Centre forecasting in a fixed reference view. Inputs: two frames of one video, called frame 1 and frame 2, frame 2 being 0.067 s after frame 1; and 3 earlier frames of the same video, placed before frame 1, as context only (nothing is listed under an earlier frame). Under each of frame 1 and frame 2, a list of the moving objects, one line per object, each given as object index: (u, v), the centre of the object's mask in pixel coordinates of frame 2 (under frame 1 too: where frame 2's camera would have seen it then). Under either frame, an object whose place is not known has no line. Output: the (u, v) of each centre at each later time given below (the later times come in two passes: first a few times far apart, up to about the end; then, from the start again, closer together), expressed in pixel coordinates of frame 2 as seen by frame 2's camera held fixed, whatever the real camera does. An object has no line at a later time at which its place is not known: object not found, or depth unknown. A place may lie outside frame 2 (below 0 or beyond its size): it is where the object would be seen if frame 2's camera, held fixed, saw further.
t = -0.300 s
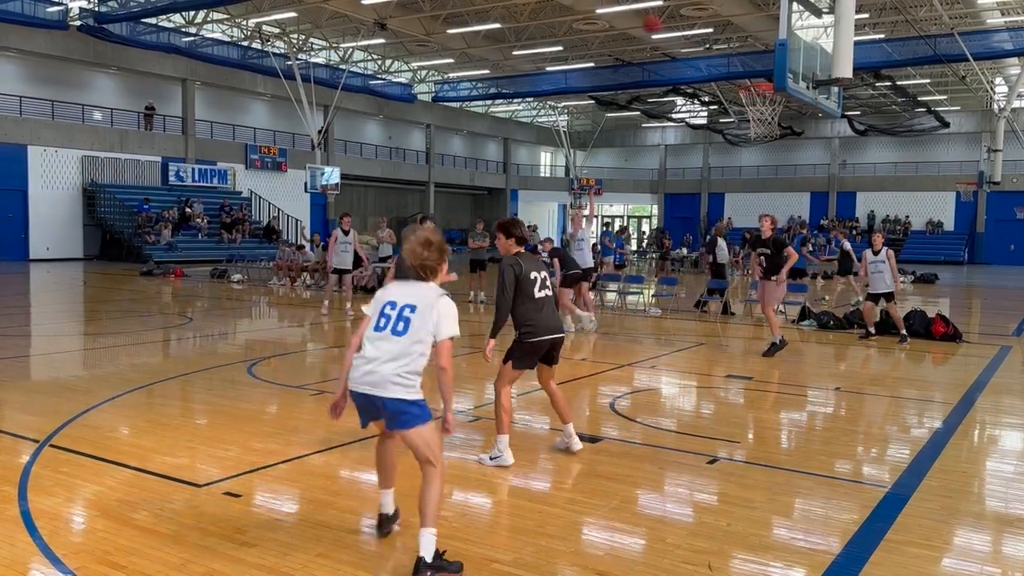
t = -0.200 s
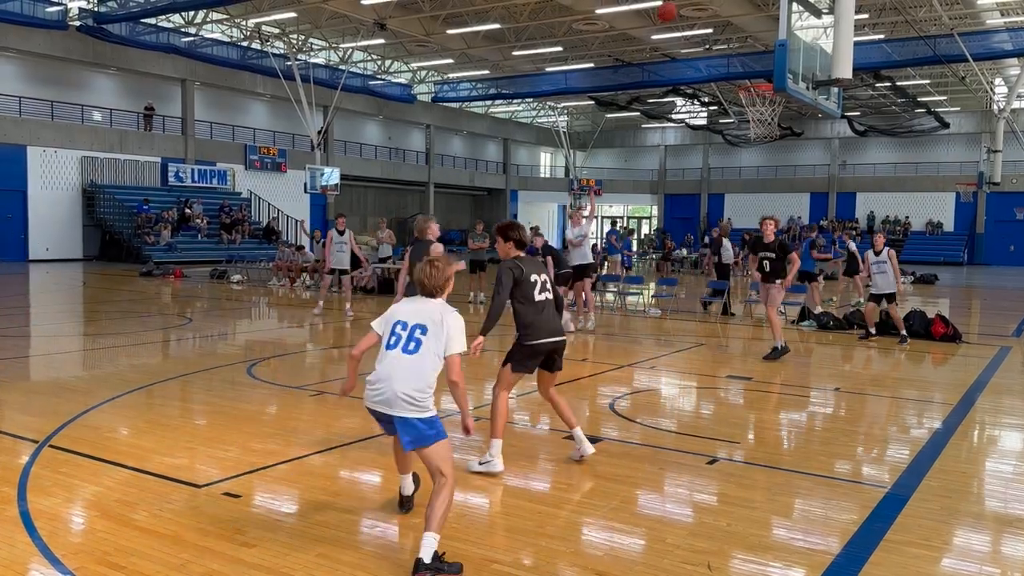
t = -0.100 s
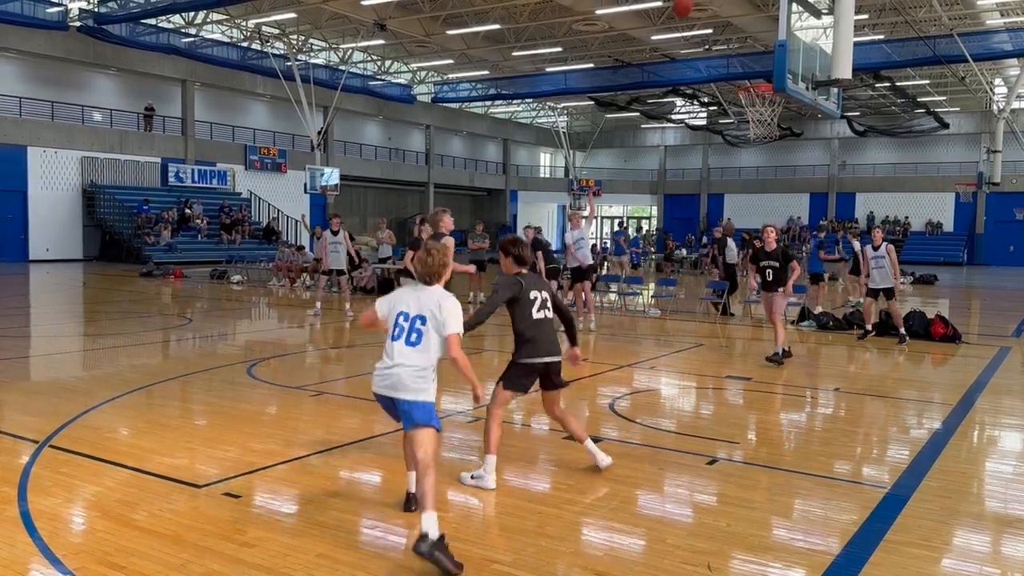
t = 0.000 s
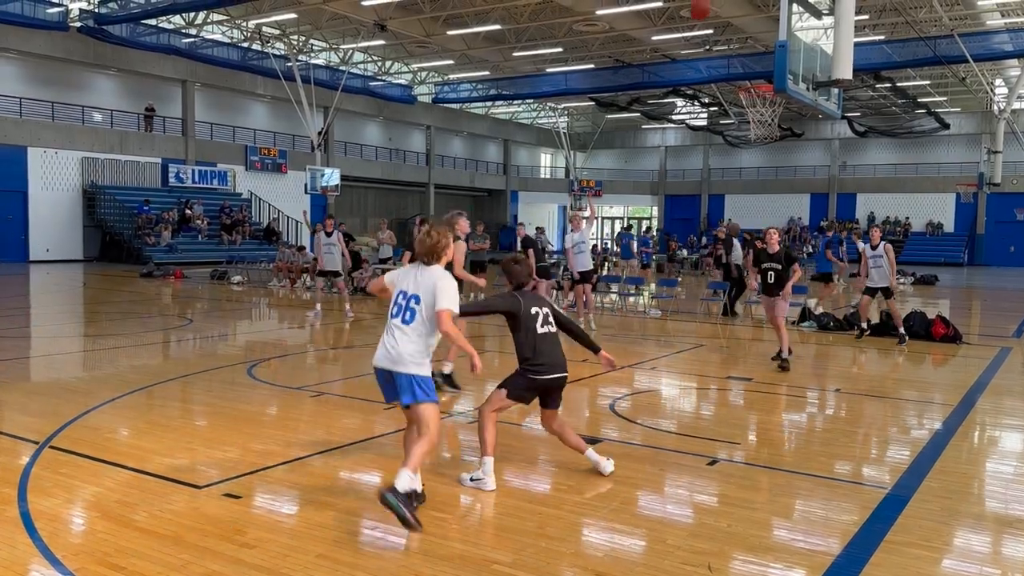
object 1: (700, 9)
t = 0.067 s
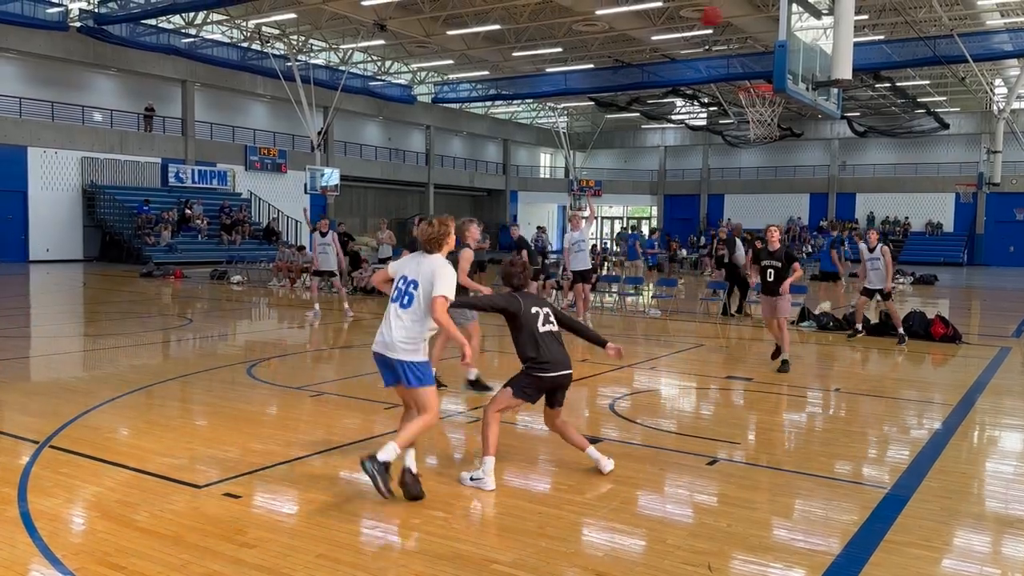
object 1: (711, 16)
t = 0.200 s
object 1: (738, 44)
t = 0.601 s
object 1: (794, 149)
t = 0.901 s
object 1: (818, 295)
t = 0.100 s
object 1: (718, 22)
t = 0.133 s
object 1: (725, 27)
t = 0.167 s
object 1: (731, 35)
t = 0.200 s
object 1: (738, 44)
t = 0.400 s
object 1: (778, 113)
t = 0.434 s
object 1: (780, 115)
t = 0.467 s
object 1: (783, 120)
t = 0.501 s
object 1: (786, 126)
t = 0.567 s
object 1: (791, 140)
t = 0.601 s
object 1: (794, 149)
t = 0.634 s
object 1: (796, 160)
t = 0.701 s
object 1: (801, 186)
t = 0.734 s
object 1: (804, 200)
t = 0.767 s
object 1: (807, 218)
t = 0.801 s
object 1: (809, 234)
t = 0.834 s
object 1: (811, 252)
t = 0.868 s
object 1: (815, 273)
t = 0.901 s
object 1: (818, 295)
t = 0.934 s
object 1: (819, 318)
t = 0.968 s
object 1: (822, 344)
